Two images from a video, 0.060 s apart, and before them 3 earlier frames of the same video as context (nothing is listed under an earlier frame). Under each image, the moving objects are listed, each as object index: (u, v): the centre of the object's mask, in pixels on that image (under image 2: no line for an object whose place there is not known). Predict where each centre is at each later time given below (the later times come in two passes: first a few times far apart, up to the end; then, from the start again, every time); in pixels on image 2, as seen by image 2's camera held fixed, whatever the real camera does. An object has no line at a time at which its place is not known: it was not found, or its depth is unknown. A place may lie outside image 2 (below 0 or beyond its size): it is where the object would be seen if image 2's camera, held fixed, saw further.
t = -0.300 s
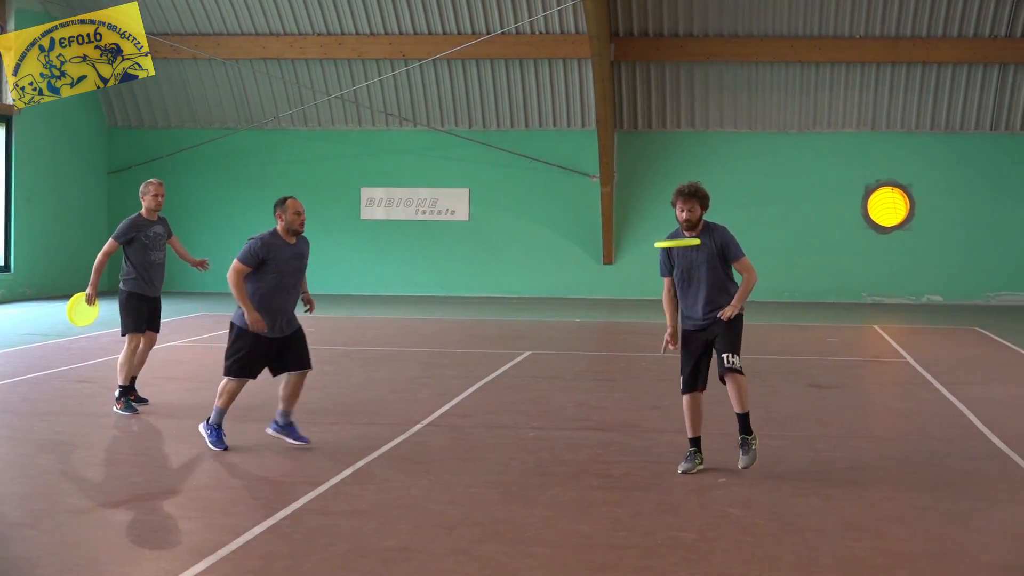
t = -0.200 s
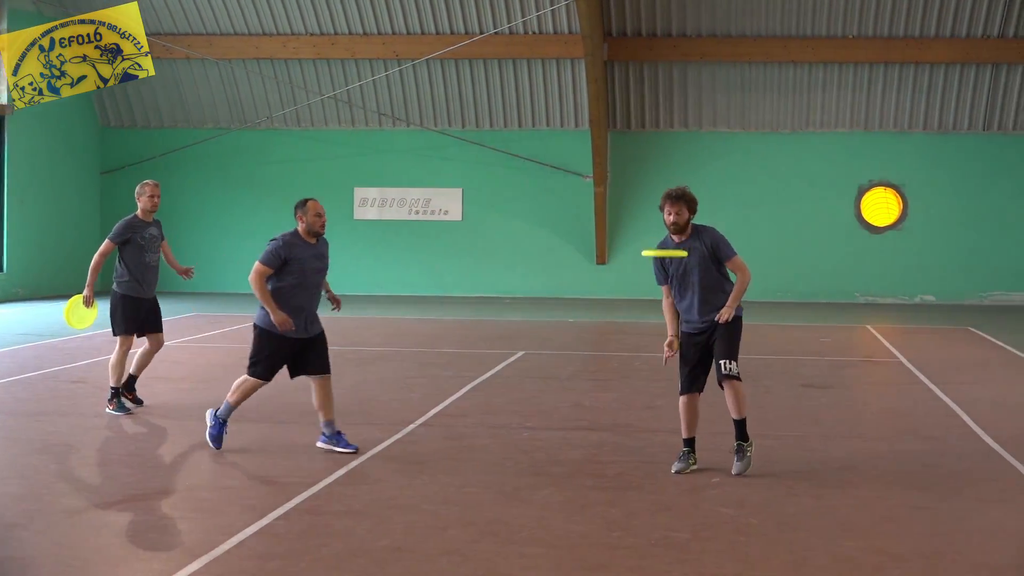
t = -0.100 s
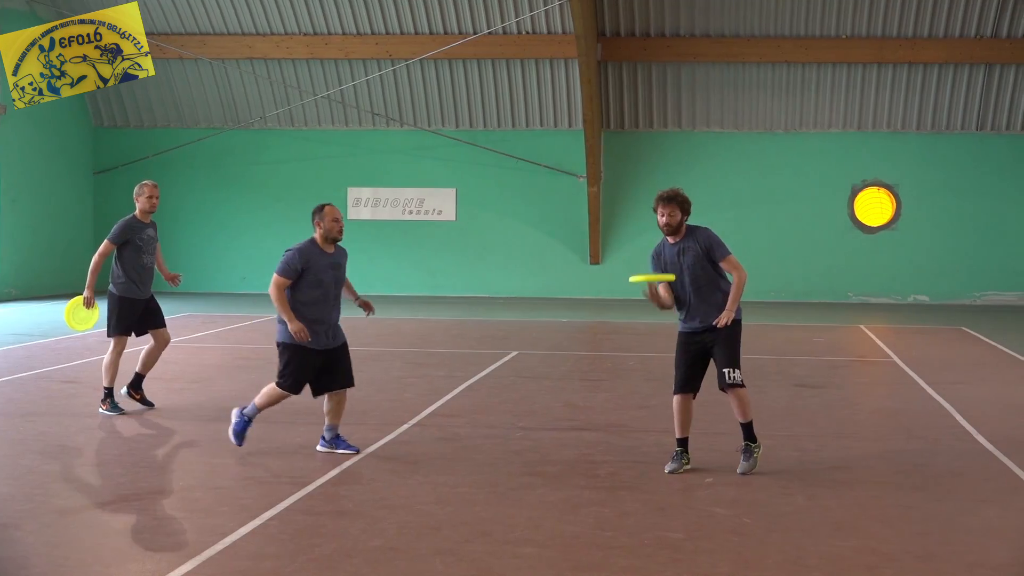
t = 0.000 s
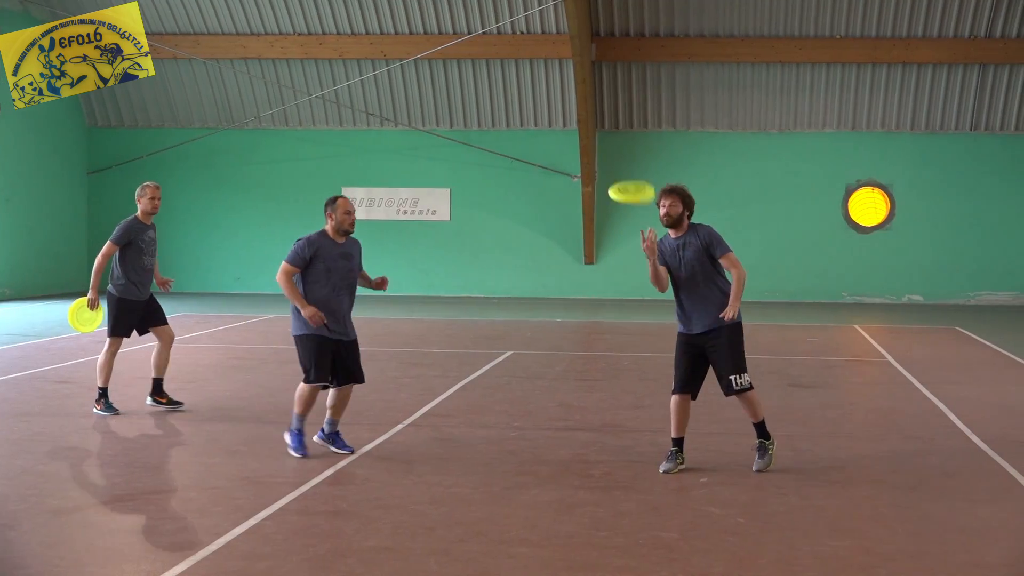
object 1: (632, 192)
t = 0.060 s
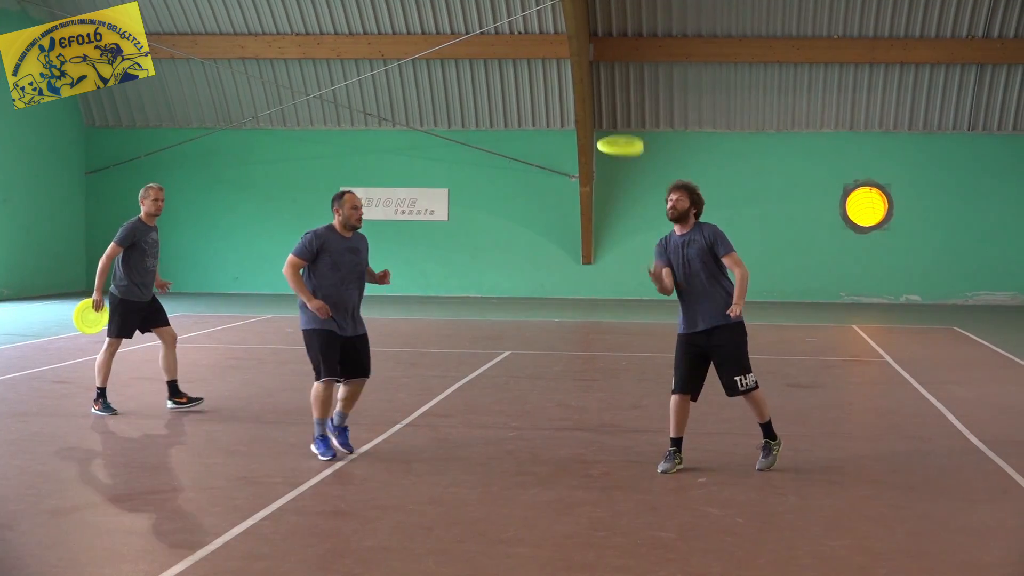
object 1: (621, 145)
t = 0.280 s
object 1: (585, 34)
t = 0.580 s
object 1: (538, 9)
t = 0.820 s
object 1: (497, 89)
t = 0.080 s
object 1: (617, 132)
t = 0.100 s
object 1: (613, 118)
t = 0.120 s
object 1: (612, 106)
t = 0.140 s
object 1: (608, 95)
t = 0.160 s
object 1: (604, 84)
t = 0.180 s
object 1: (602, 74)
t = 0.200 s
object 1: (598, 65)
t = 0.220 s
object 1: (594, 56)
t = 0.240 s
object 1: (593, 48)
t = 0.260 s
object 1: (589, 41)
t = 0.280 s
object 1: (585, 34)
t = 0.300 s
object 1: (583, 28)
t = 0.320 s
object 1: (579, 23)
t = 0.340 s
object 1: (576, 17)
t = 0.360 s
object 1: (574, 13)
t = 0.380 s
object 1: (571, 10)
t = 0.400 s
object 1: (567, 7)
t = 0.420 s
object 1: (565, 5)
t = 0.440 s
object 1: (559, 4)
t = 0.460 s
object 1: (558, 3)
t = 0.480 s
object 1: (556, 4)
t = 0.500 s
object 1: (548, 3)
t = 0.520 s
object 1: (549, 3)
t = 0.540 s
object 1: (545, 5)
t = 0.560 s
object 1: (540, 6)
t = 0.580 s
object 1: (538, 9)
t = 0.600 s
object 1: (533, 13)
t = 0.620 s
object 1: (531, 16)
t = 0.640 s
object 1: (528, 21)
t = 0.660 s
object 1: (523, 27)
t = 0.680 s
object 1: (520, 32)
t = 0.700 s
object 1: (518, 39)
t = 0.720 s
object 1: (513, 46)
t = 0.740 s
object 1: (510, 53)
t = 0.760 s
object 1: (508, 61)
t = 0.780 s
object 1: (502, 71)
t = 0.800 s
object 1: (500, 79)
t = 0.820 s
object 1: (497, 89)
